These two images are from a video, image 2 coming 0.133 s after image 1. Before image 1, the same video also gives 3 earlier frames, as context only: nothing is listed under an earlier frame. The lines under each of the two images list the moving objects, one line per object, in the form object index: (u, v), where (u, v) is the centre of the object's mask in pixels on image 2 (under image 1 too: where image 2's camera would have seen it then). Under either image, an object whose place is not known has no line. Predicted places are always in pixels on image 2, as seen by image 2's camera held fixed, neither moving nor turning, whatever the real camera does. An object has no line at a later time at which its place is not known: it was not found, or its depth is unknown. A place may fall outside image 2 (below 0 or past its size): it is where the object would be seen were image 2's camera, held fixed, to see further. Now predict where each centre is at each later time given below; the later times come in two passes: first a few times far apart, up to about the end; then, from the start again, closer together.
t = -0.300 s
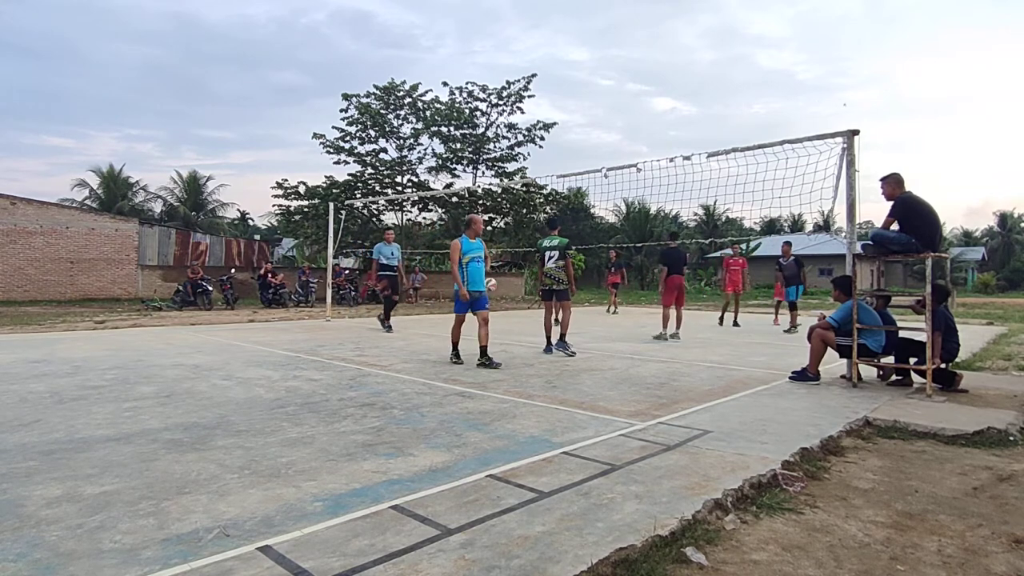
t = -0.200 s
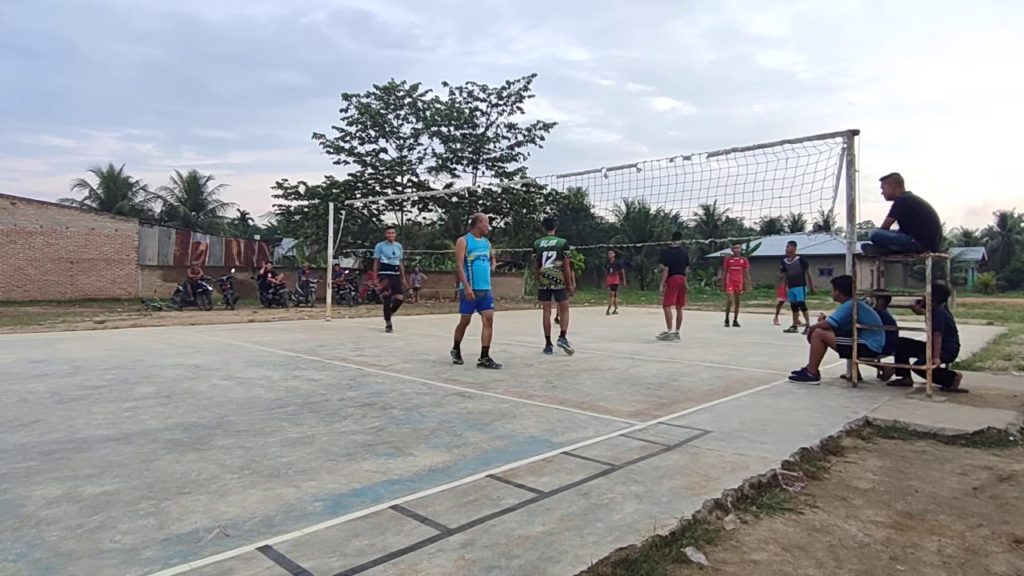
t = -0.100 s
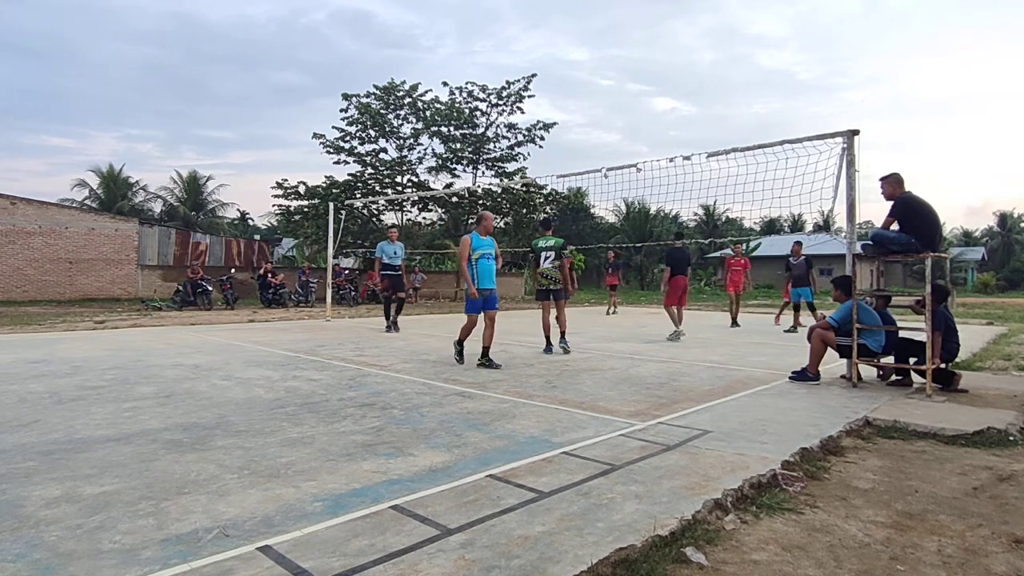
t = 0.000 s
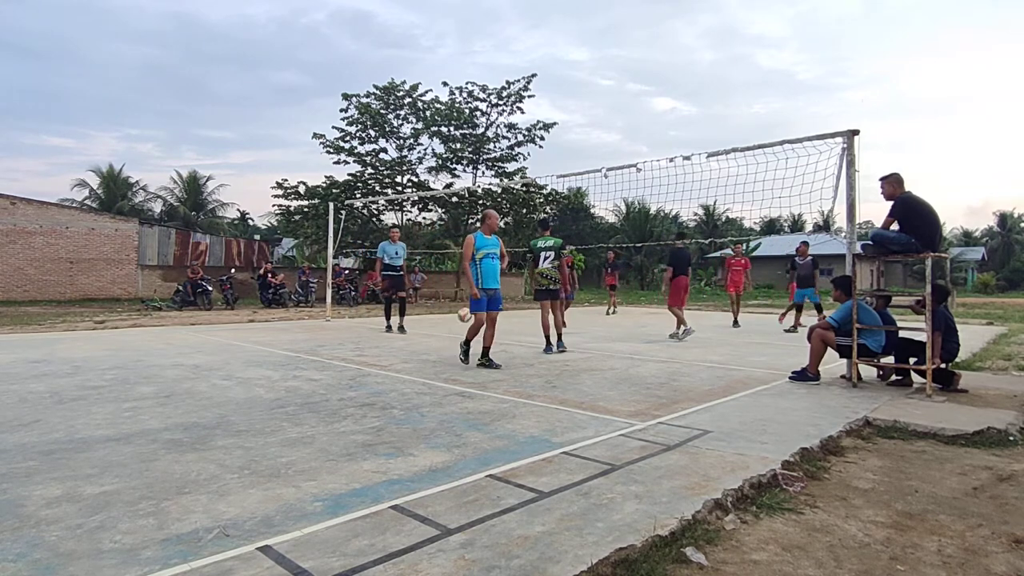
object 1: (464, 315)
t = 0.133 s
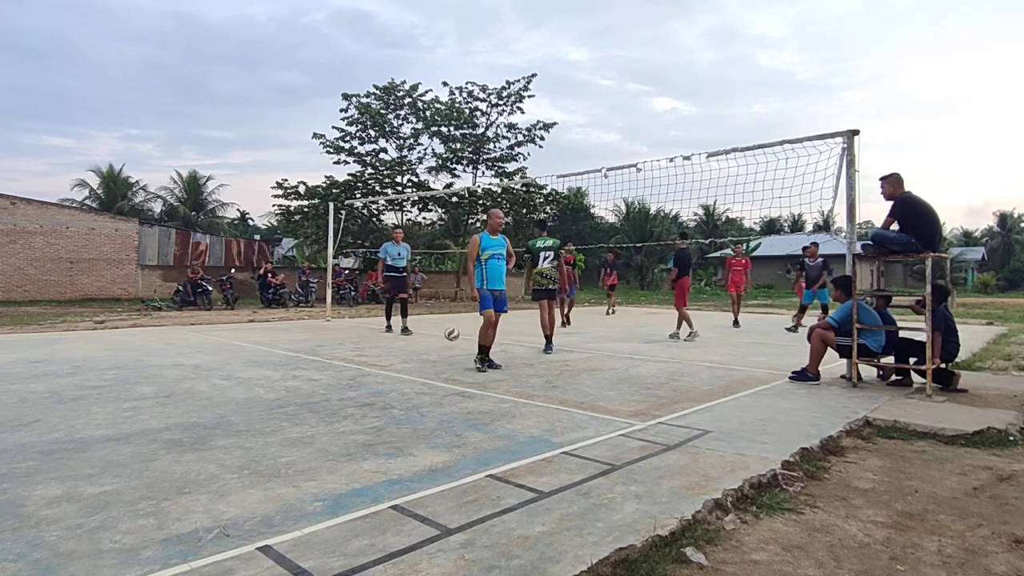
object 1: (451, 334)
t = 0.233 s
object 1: (442, 316)
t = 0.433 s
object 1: (420, 301)
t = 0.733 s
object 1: (379, 343)
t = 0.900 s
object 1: (355, 334)
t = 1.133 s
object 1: (317, 325)
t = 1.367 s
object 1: (269, 378)
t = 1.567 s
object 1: (225, 344)
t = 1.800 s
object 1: (161, 364)
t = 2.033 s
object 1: (81, 387)
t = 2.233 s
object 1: (9, 389)
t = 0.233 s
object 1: (442, 316)
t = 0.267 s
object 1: (438, 312)
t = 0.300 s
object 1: (435, 308)
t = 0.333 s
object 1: (431, 305)
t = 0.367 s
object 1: (427, 303)
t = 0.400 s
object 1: (423, 302)
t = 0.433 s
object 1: (420, 301)
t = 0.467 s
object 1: (415, 302)
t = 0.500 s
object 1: (411, 304)
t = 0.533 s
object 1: (407, 306)
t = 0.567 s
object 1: (404, 309)
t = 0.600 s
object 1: (398, 314)
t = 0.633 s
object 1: (393, 319)
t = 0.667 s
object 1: (390, 326)
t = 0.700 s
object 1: (384, 335)
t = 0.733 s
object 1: (379, 343)
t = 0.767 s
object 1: (375, 354)
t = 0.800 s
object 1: (370, 352)
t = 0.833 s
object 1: (365, 345)
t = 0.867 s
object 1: (360, 340)
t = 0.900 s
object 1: (355, 334)
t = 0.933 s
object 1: (350, 330)
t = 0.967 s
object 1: (345, 326)
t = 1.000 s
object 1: (340, 324)
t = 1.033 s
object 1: (335, 323)
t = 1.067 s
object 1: (328, 323)
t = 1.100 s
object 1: (323, 324)
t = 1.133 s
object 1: (317, 325)
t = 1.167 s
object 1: (310, 329)
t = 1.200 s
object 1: (304, 334)
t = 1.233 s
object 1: (297, 339)
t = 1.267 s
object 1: (290, 347)
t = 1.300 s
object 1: (284, 356)
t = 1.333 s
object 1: (277, 367)
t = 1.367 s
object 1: (269, 378)
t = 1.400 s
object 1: (263, 370)
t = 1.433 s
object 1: (255, 364)
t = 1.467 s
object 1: (248, 357)
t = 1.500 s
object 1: (241, 351)
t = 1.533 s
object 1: (233, 347)
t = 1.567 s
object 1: (225, 344)
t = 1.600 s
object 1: (217, 343)
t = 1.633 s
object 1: (208, 342)
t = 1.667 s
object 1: (200, 343)
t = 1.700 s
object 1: (191, 347)
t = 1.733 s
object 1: (181, 350)
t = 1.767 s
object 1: (171, 357)
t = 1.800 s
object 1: (161, 364)
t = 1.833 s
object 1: (151, 374)
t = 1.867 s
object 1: (140, 385)
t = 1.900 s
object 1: (129, 399)
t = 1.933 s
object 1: (118, 408)
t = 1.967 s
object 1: (106, 400)
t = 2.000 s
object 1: (95, 392)
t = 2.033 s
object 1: (81, 387)
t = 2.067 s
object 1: (68, 383)
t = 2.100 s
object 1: (55, 380)
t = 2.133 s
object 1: (41, 380)
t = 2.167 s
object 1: (26, 381)
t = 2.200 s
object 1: (15, 383)
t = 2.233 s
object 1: (9, 389)
